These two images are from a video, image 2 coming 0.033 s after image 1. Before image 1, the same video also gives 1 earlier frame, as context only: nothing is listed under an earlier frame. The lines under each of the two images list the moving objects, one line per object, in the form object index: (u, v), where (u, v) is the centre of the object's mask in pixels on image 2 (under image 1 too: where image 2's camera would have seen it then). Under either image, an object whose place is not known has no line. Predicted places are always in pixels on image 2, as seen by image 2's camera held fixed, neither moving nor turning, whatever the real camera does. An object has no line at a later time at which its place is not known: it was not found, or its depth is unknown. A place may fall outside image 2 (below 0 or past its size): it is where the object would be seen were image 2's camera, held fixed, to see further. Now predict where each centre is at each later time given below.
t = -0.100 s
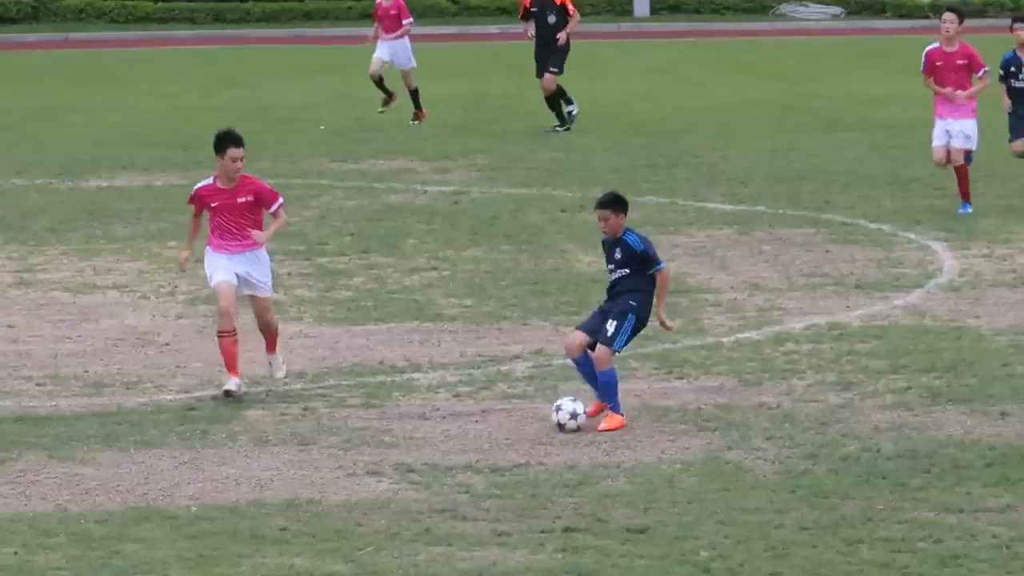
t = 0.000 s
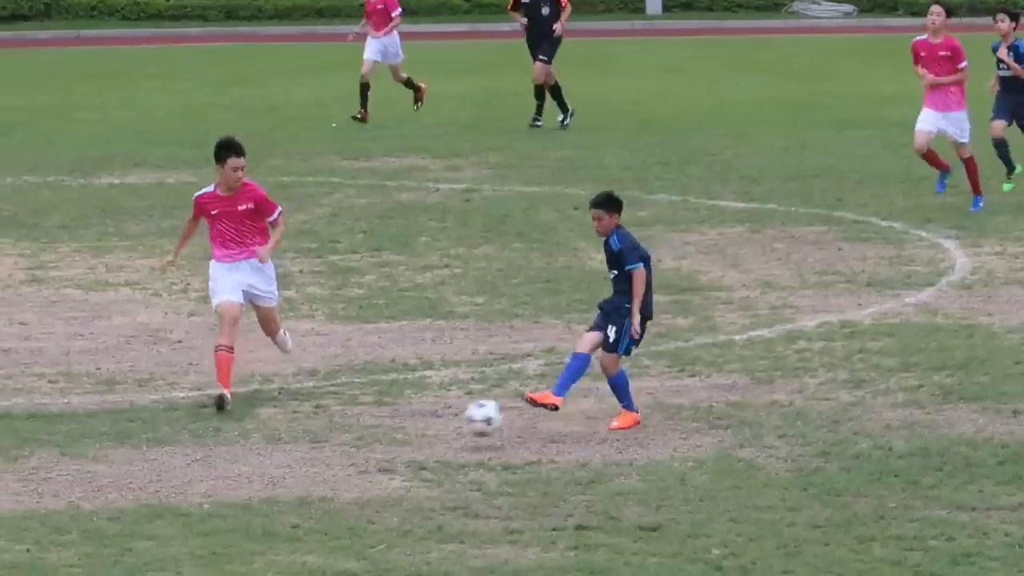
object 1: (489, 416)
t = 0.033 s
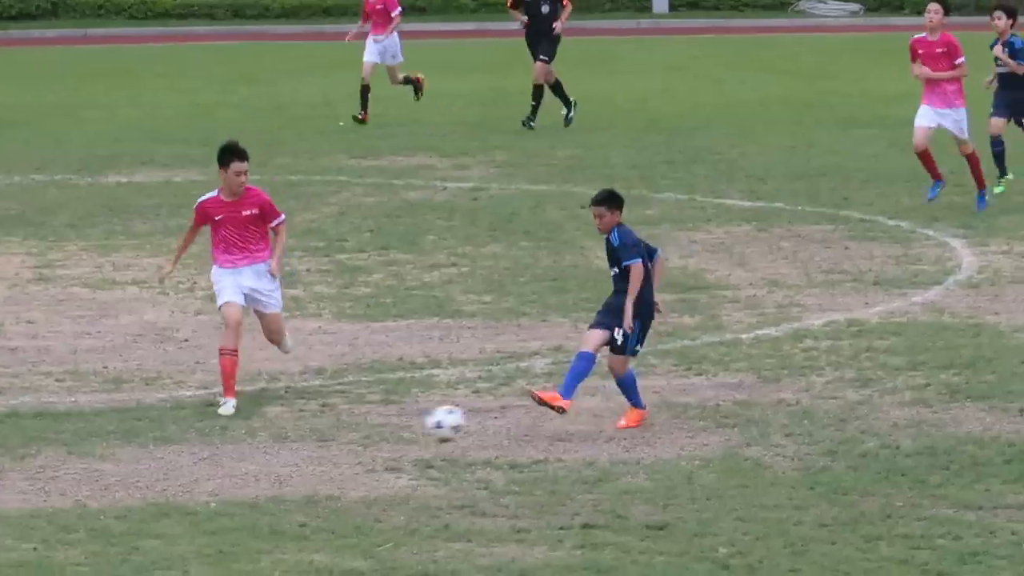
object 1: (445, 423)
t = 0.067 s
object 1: (401, 431)
